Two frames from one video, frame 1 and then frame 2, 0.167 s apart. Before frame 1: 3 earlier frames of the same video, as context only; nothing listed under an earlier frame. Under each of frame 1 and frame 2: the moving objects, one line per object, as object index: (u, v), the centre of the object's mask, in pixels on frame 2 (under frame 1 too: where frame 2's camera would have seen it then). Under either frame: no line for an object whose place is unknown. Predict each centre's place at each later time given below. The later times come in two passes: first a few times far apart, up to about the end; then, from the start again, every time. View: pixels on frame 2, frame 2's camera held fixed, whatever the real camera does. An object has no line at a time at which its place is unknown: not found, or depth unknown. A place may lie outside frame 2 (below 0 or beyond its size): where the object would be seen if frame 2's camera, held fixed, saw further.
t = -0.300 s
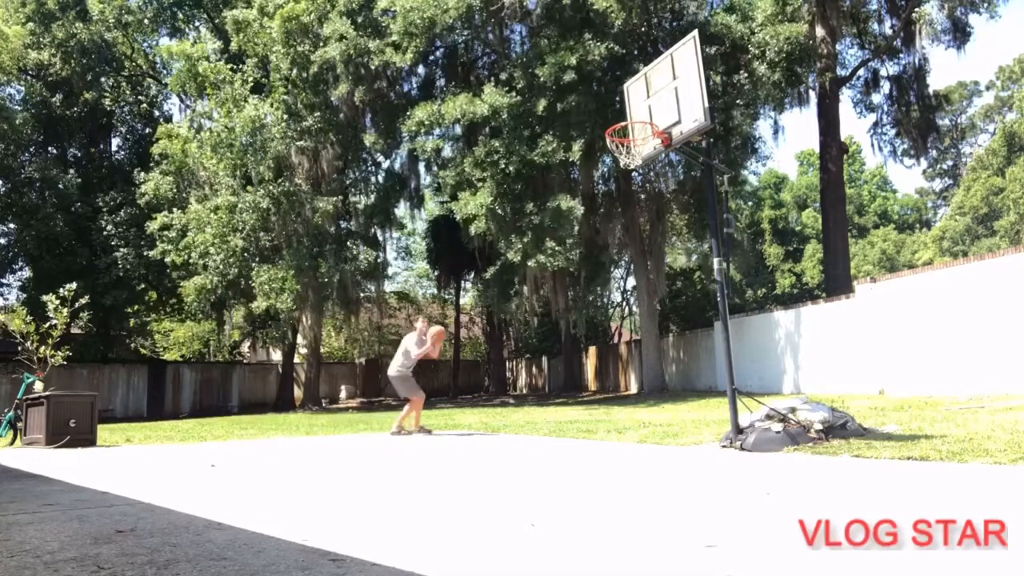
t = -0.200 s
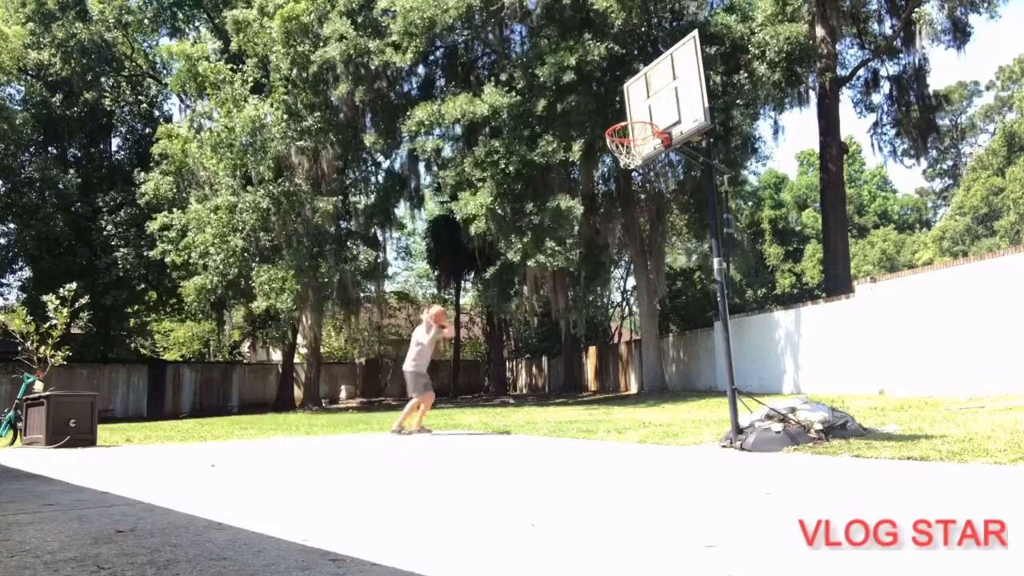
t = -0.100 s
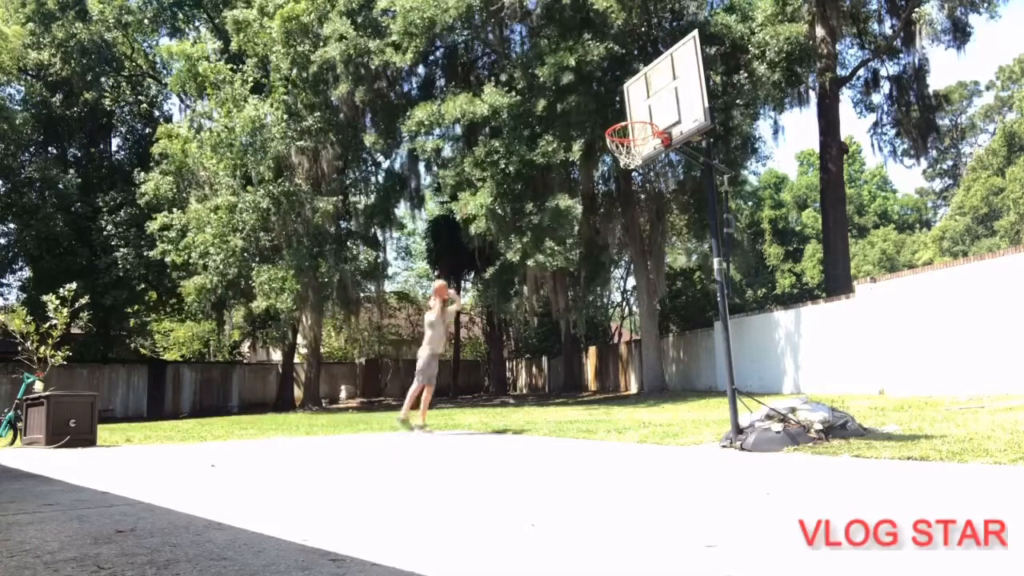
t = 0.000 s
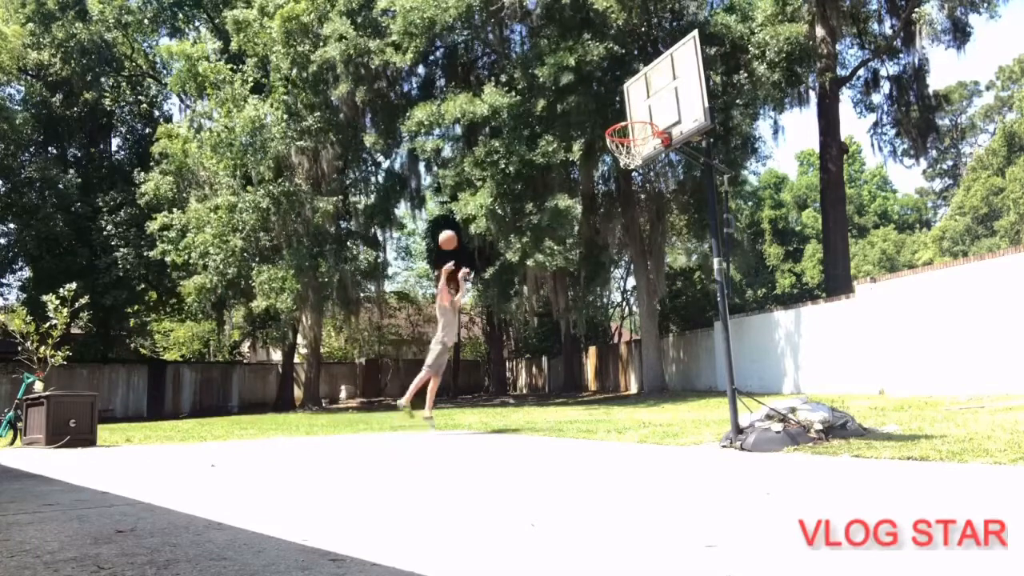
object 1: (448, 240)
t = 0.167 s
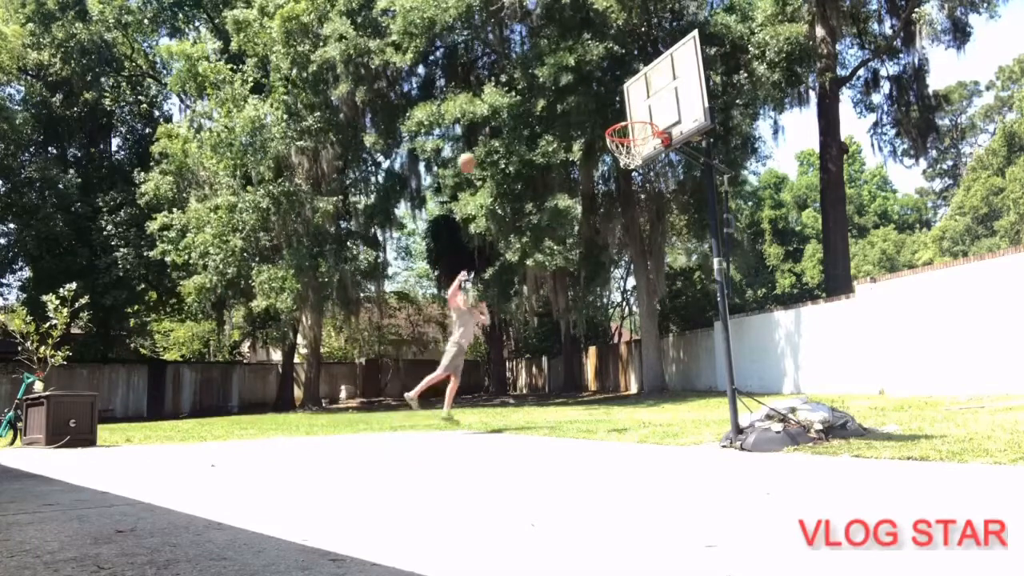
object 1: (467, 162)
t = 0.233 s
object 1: (476, 137)
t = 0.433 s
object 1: (503, 77)
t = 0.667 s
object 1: (539, 44)
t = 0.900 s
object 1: (582, 58)
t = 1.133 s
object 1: (633, 124)
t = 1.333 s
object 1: (620, 144)
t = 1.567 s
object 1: (636, 161)
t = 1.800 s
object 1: (669, 216)
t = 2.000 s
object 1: (701, 311)
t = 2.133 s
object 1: (722, 399)
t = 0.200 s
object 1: (470, 148)
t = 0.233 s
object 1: (476, 137)
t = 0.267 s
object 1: (480, 126)
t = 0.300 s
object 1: (484, 114)
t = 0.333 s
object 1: (489, 104)
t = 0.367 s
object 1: (495, 94)
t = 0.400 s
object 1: (498, 85)
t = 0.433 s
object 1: (503, 77)
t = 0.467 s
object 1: (508, 69)
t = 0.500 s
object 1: (513, 63)
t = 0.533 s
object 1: (518, 57)
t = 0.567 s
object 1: (523, 53)
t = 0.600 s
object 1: (528, 49)
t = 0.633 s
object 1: (534, 46)
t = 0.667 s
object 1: (539, 44)
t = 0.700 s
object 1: (545, 42)
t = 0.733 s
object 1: (551, 42)
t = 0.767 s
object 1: (557, 43)
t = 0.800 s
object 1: (563, 45)
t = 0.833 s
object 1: (568, 47)
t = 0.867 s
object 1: (576, 52)
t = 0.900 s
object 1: (582, 58)
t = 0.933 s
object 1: (589, 65)
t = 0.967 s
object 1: (595, 72)
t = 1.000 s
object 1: (602, 82)
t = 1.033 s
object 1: (610, 92)
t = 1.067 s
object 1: (616, 104)
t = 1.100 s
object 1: (624, 114)
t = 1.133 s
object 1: (633, 124)
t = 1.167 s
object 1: (643, 130)
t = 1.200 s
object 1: (641, 131)
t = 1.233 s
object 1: (638, 136)
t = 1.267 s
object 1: (632, 141)
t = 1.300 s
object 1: (626, 144)
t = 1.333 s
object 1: (620, 144)
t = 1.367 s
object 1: (615, 146)
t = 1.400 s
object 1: (616, 149)
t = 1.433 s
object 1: (619, 150)
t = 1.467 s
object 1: (622, 152)
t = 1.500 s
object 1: (626, 154)
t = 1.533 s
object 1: (631, 157)
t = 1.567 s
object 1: (636, 161)
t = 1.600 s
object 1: (640, 165)
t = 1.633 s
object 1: (646, 171)
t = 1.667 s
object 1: (651, 177)
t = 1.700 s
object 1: (655, 185)
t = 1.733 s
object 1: (660, 194)
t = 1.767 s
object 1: (665, 205)
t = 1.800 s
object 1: (669, 216)
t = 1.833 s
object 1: (675, 229)
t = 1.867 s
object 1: (679, 243)
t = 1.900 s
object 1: (685, 258)
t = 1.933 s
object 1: (690, 275)
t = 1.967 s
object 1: (695, 292)
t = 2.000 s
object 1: (701, 311)
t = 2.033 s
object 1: (705, 331)
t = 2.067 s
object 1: (711, 353)
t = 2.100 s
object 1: (717, 375)
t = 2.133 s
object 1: (722, 399)
